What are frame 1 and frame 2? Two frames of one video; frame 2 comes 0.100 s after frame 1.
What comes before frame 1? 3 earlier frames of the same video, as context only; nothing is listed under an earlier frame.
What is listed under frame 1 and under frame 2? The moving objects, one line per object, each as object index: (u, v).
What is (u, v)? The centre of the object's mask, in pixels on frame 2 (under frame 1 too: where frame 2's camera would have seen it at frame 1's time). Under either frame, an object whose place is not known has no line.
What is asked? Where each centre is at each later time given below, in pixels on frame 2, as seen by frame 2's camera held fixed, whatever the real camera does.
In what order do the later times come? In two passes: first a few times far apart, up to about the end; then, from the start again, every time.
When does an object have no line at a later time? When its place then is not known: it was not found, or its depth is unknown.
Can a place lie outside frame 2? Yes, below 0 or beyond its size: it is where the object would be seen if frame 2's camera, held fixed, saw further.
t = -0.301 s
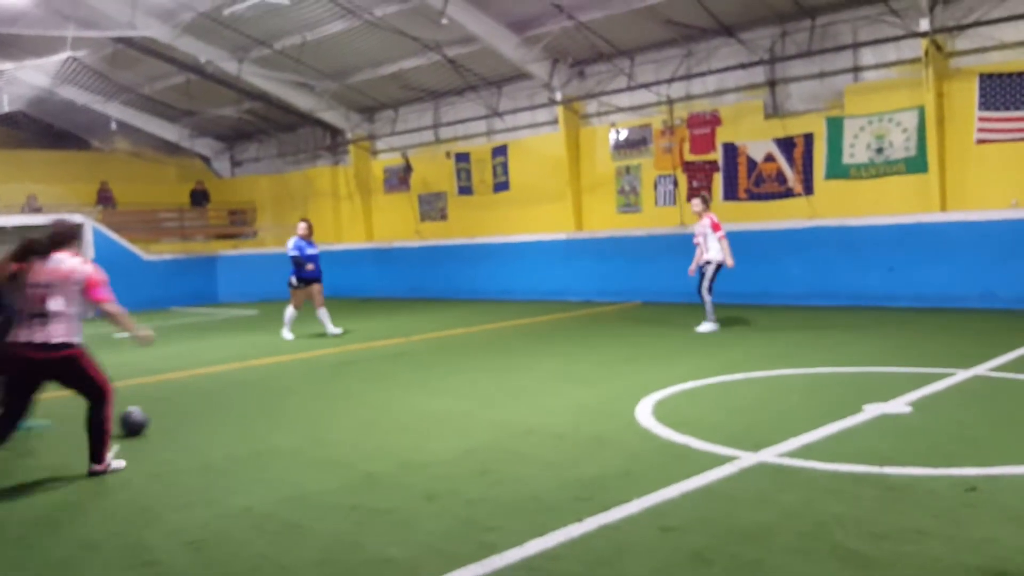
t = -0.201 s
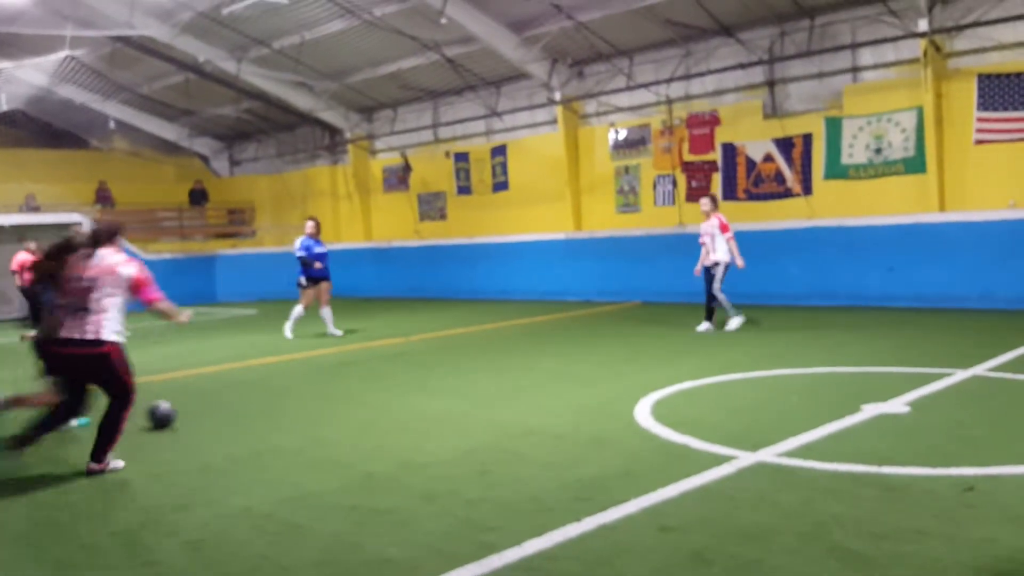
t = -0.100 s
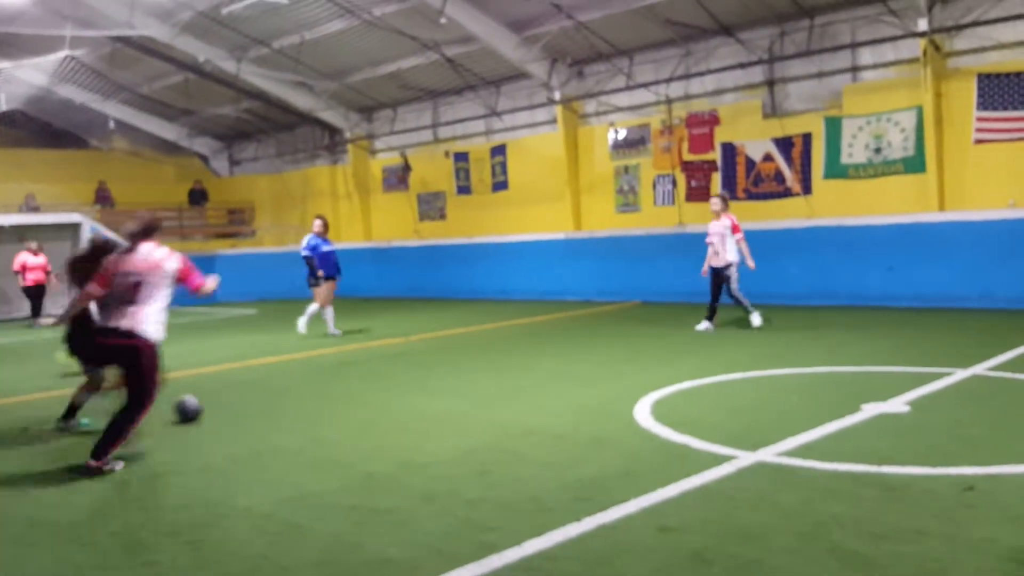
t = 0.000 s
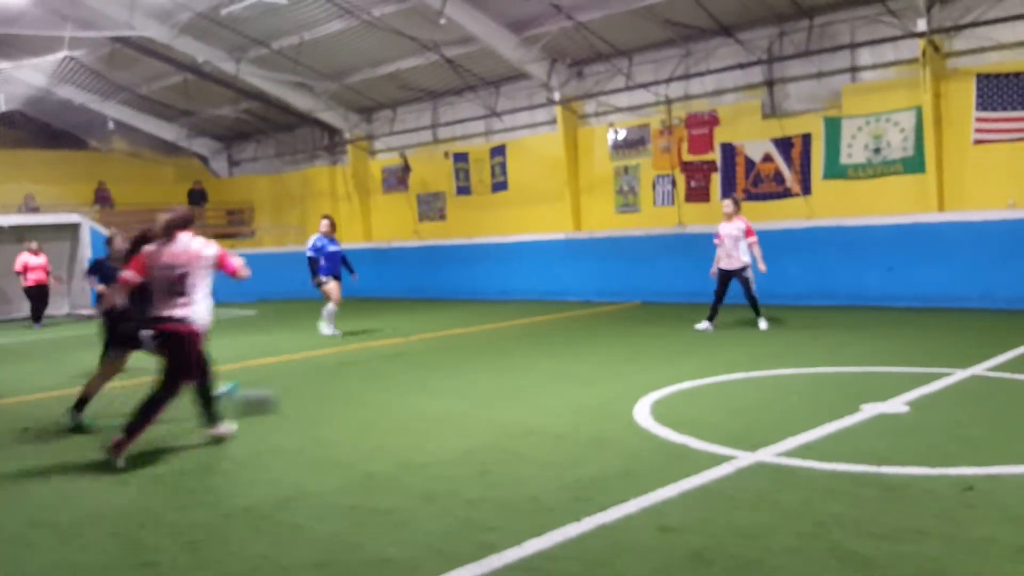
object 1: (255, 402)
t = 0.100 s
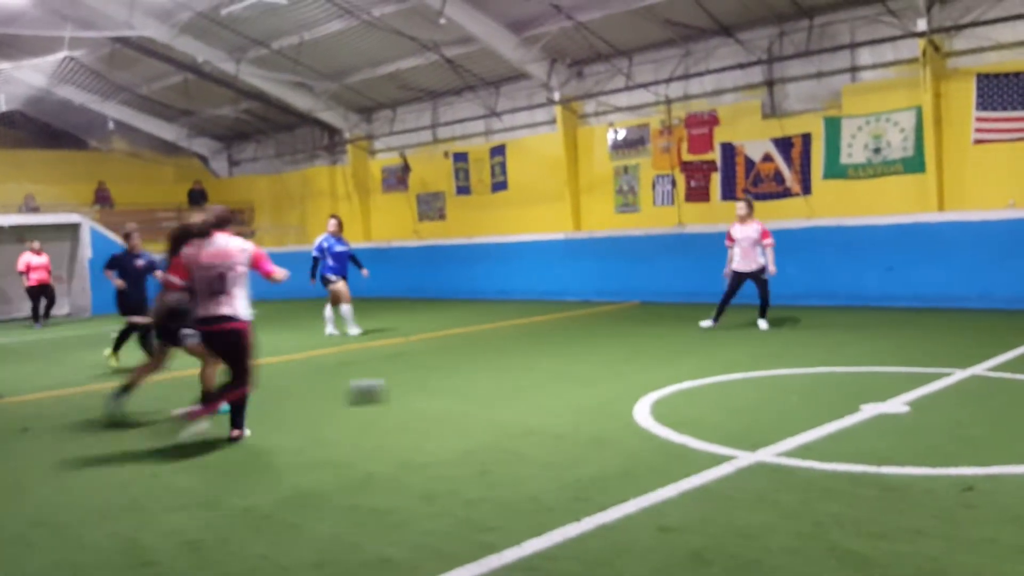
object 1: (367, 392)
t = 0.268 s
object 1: (520, 378)
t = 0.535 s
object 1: (704, 363)
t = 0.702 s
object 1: (797, 354)
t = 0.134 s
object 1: (399, 388)
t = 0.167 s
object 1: (432, 387)
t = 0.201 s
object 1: (463, 383)
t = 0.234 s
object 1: (491, 380)
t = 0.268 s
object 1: (520, 378)
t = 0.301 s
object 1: (547, 376)
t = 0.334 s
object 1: (571, 373)
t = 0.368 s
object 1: (595, 371)
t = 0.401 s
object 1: (618, 370)
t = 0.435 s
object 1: (643, 368)
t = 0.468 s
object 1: (664, 366)
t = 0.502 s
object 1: (685, 364)
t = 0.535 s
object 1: (704, 363)
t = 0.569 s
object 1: (723, 360)
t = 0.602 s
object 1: (742, 359)
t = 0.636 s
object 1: (762, 358)
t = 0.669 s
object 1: (779, 356)
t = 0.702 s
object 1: (797, 354)
